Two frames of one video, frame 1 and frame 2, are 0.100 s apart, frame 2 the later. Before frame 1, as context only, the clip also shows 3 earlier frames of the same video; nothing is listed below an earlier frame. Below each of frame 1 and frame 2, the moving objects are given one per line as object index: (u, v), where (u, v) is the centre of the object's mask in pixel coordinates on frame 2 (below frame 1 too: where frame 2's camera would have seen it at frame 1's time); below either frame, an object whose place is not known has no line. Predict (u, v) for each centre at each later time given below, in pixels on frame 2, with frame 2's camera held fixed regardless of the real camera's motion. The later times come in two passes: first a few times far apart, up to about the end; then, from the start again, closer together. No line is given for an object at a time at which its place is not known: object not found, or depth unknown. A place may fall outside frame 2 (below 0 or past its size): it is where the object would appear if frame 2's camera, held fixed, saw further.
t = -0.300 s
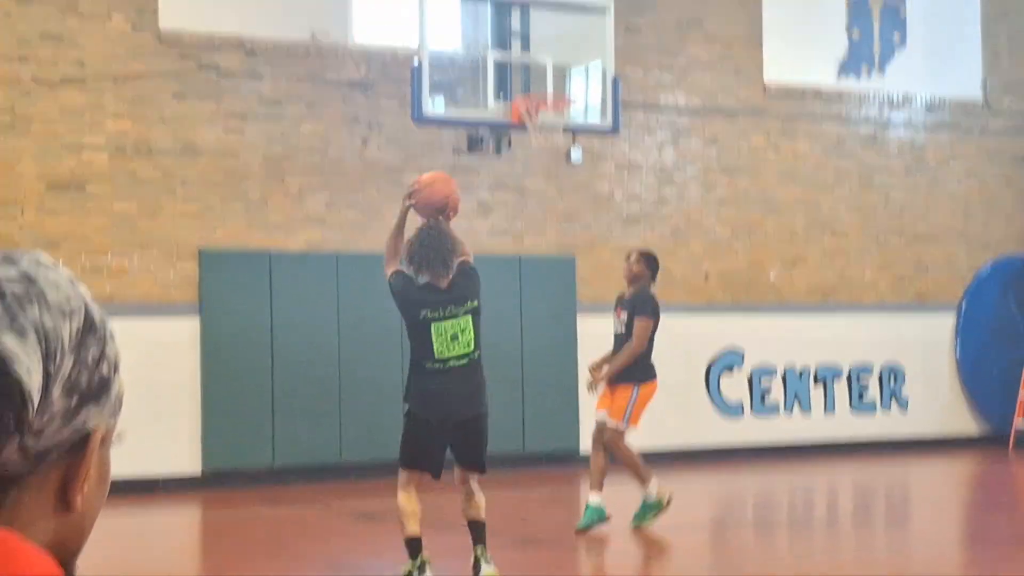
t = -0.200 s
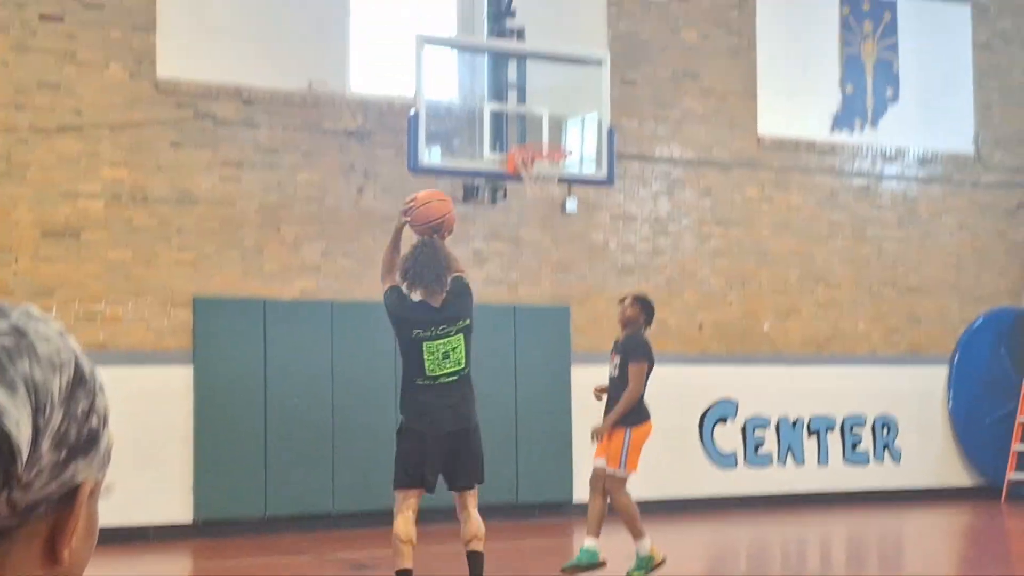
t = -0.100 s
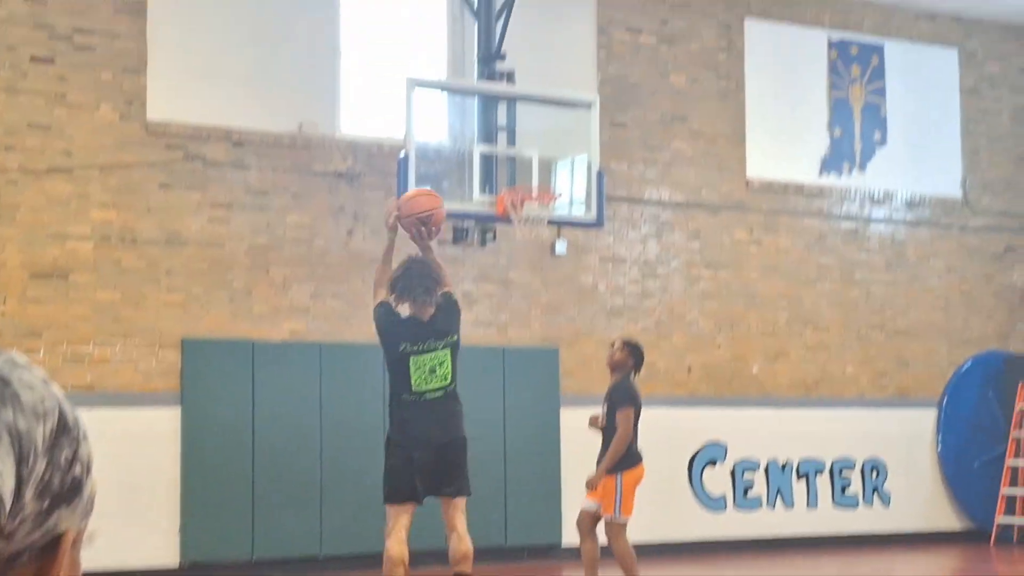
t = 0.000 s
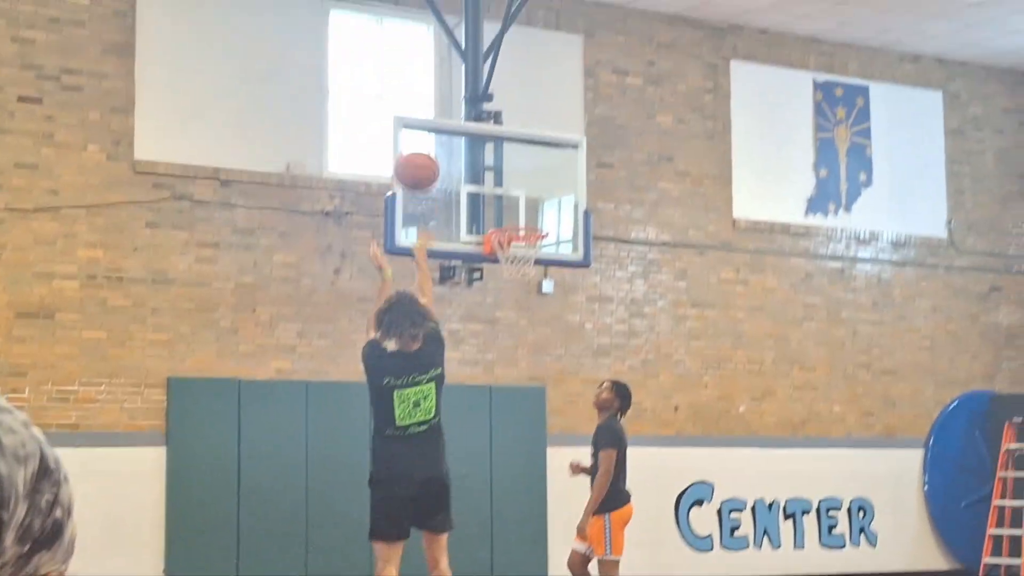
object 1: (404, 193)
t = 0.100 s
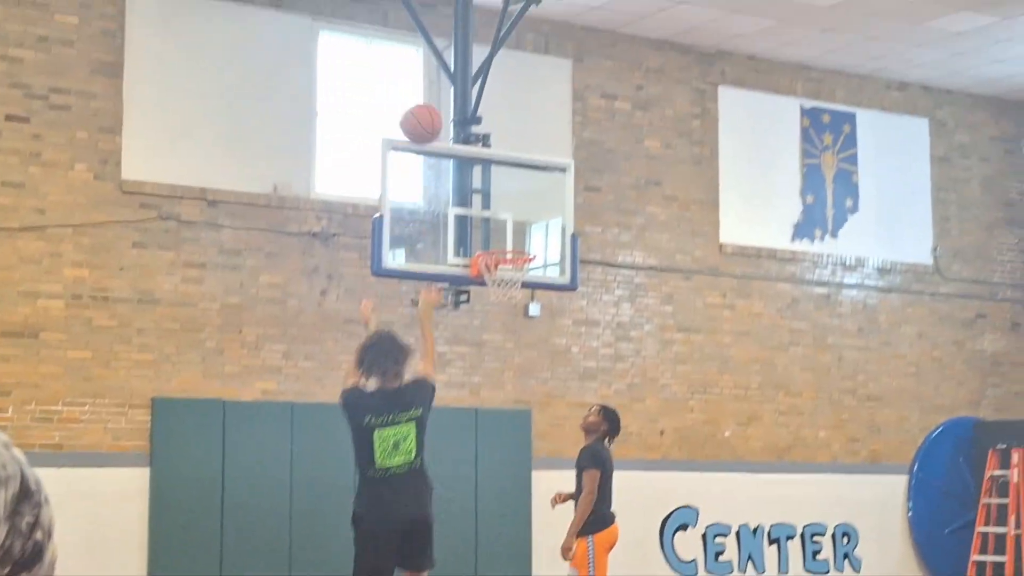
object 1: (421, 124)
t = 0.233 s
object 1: (439, 69)
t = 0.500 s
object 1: (468, 56)
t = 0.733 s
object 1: (488, 117)
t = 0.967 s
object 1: (506, 237)
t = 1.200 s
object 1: (505, 137)
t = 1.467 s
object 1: (502, 75)
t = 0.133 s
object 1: (426, 106)
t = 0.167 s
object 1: (431, 92)
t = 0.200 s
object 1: (435, 79)
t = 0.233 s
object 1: (439, 69)
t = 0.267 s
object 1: (443, 61)
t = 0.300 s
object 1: (447, 55)
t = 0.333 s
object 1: (451, 51)
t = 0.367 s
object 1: (454, 49)
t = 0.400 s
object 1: (458, 48)
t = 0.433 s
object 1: (461, 49)
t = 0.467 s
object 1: (465, 52)
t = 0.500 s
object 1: (468, 56)
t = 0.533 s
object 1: (471, 62)
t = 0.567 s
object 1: (473, 65)
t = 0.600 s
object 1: (476, 74)
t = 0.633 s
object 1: (479, 82)
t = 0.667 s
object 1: (482, 93)
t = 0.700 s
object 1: (485, 104)
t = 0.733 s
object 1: (488, 117)
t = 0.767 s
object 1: (490, 131)
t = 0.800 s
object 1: (493, 145)
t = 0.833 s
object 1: (497, 162)
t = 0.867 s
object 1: (499, 179)
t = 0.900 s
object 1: (502, 197)
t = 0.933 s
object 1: (504, 217)
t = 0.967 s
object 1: (506, 237)
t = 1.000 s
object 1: (507, 241)
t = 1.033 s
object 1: (507, 219)
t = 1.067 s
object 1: (507, 200)
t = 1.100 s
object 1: (507, 183)
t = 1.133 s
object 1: (507, 167)
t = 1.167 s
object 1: (506, 152)
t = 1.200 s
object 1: (505, 137)
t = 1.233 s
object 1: (505, 125)
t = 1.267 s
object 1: (505, 114)
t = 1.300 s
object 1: (504, 103)
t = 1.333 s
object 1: (504, 94)
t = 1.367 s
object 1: (503, 87)
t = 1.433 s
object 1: (503, 77)
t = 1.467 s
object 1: (502, 75)
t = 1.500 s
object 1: (502, 73)
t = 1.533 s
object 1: (502, 71)
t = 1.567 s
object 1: (501, 72)
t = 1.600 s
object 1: (501, 74)
